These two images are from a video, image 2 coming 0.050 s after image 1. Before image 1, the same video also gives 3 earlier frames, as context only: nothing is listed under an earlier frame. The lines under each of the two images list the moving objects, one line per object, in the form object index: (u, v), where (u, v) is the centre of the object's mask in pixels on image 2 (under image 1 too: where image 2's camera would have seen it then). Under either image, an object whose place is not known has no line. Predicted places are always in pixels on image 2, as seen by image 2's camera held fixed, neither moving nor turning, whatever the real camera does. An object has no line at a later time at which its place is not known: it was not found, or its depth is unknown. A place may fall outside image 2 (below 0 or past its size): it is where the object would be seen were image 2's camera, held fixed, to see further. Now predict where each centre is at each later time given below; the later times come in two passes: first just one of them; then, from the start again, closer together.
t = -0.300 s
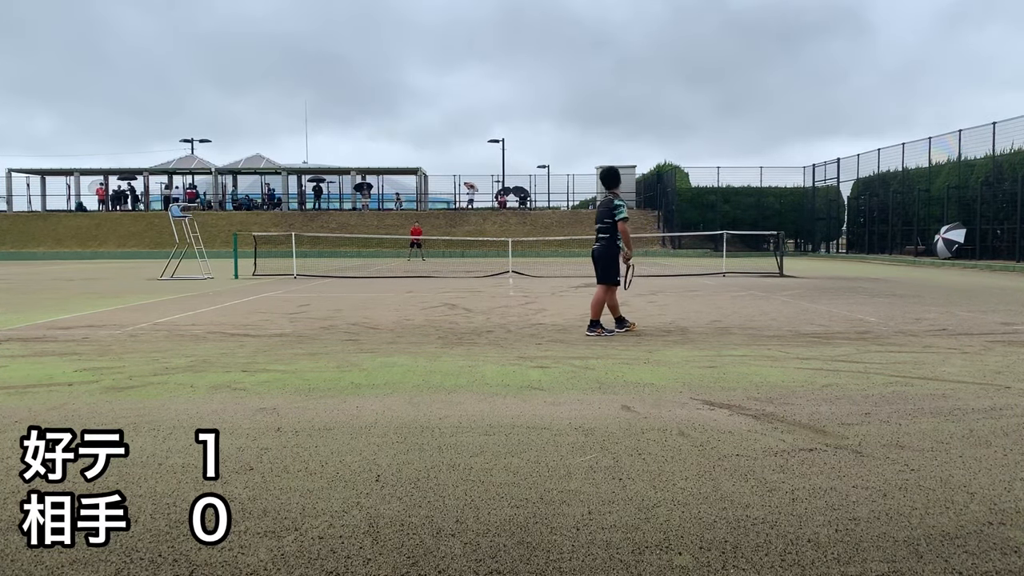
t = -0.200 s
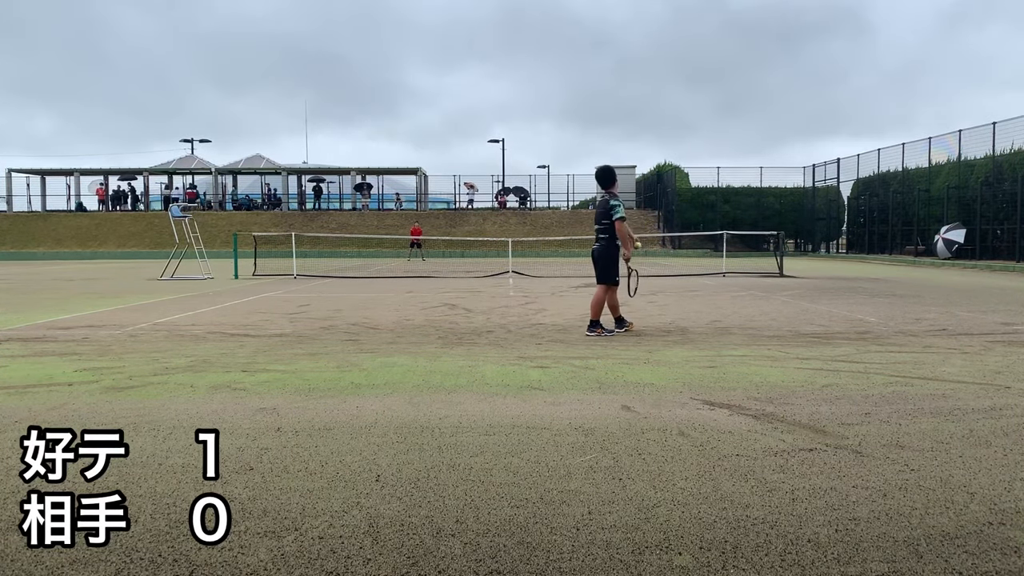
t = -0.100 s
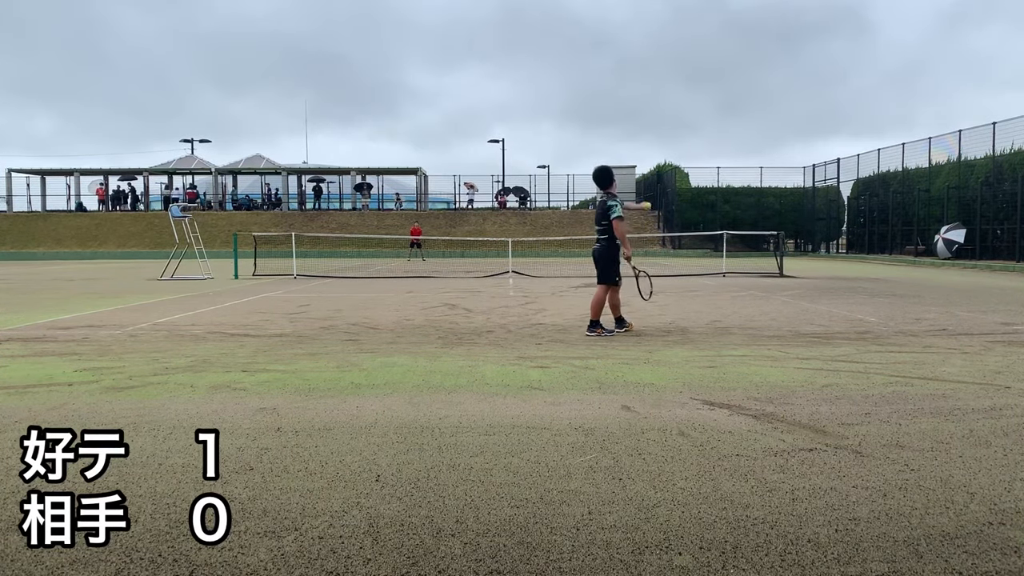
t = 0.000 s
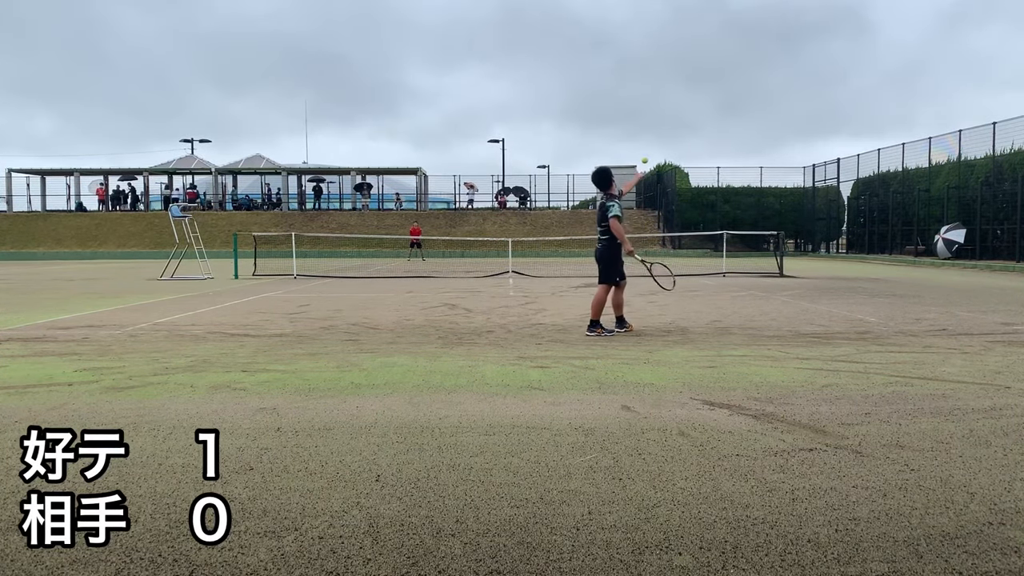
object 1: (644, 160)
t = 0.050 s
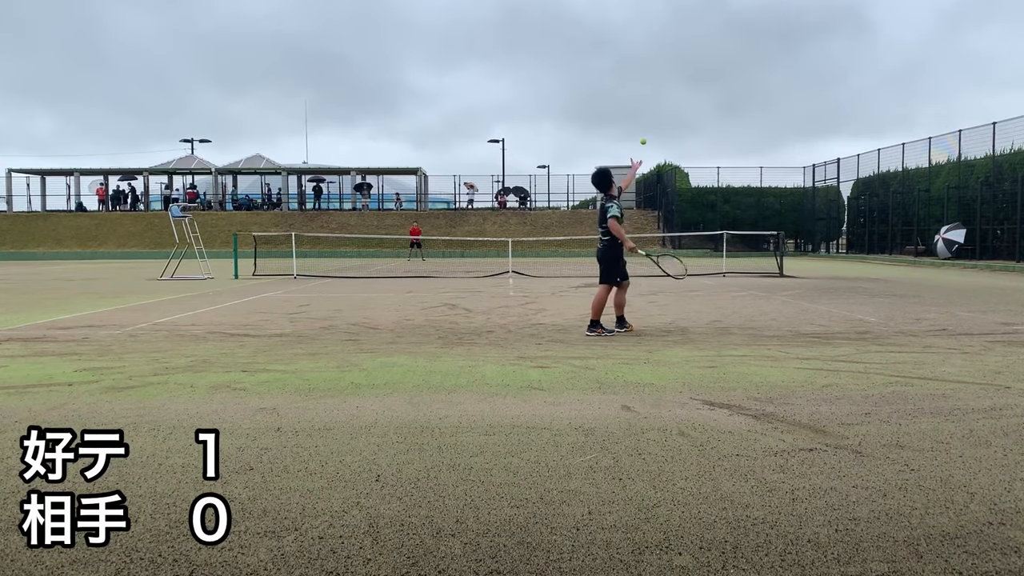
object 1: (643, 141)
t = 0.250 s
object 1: (637, 89)
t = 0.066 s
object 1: (643, 135)
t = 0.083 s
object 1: (642, 130)
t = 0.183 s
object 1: (639, 102)
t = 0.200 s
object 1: (639, 98)
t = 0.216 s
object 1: (638, 95)
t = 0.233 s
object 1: (638, 92)
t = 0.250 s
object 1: (637, 89)
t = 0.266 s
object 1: (637, 86)
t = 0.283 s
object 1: (636, 84)
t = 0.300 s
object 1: (636, 82)
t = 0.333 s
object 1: (635, 79)
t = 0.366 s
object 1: (634, 76)
